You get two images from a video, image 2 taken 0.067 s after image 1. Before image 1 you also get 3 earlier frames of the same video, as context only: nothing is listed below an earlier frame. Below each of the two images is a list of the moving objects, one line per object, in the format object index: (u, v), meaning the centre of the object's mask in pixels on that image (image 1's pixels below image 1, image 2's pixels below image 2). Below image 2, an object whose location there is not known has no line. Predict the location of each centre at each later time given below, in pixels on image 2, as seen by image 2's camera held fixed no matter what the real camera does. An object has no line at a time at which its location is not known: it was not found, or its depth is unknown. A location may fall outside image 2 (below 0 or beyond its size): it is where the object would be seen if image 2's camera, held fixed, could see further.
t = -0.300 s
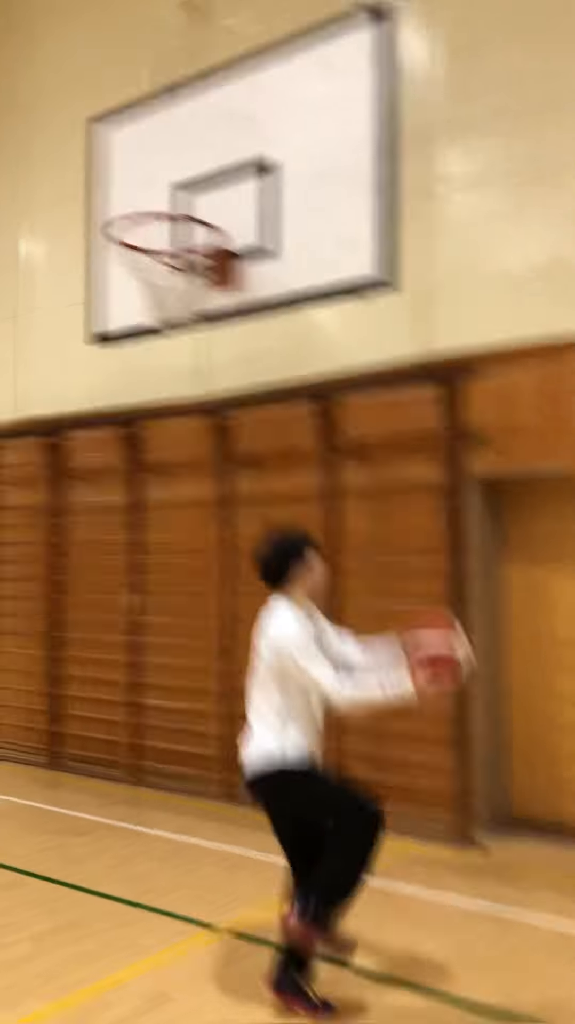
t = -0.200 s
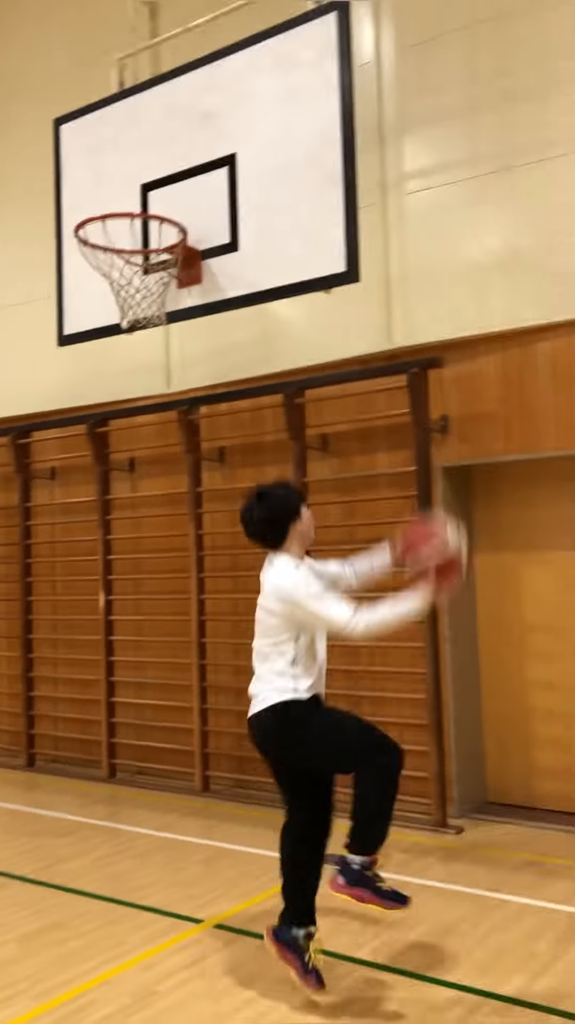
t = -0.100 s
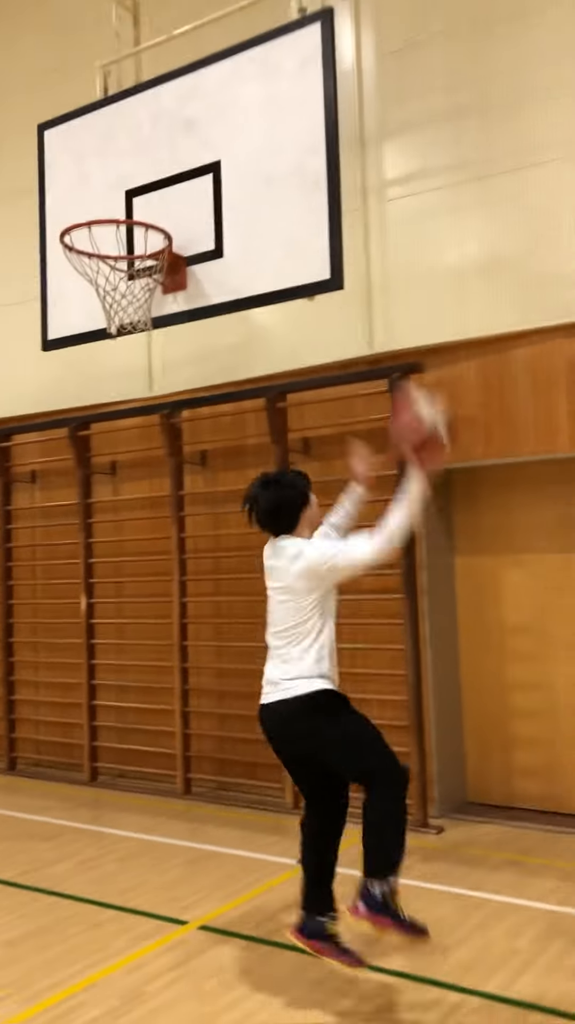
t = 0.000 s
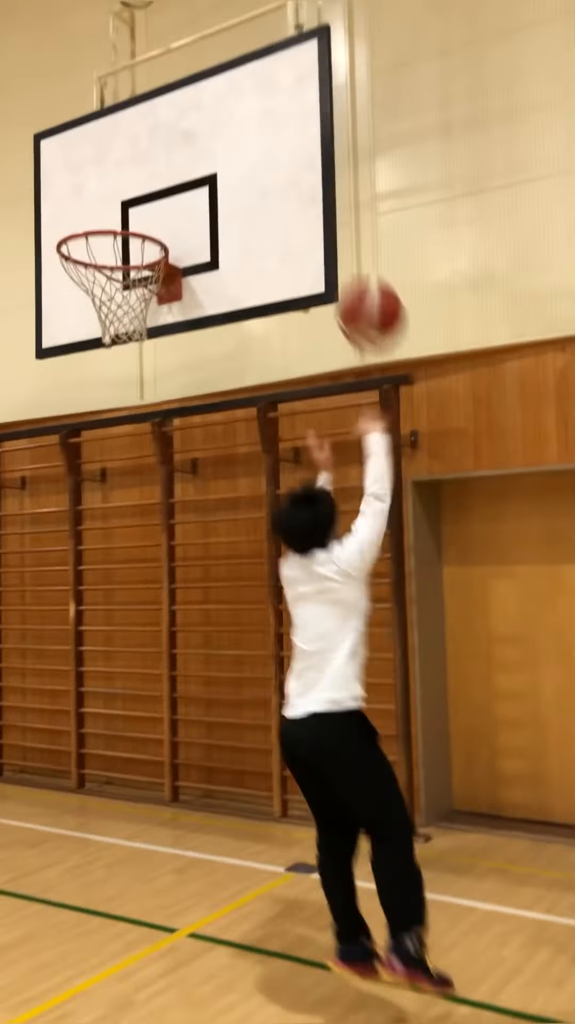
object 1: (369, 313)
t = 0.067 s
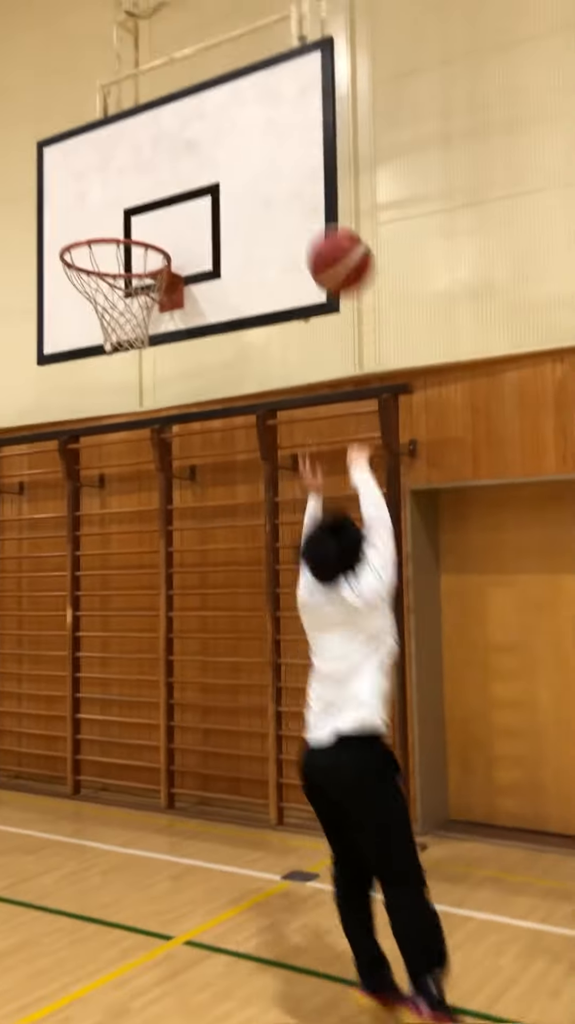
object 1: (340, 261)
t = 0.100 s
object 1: (324, 235)
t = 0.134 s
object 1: (312, 213)
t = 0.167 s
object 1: (297, 193)
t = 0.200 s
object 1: (284, 177)
